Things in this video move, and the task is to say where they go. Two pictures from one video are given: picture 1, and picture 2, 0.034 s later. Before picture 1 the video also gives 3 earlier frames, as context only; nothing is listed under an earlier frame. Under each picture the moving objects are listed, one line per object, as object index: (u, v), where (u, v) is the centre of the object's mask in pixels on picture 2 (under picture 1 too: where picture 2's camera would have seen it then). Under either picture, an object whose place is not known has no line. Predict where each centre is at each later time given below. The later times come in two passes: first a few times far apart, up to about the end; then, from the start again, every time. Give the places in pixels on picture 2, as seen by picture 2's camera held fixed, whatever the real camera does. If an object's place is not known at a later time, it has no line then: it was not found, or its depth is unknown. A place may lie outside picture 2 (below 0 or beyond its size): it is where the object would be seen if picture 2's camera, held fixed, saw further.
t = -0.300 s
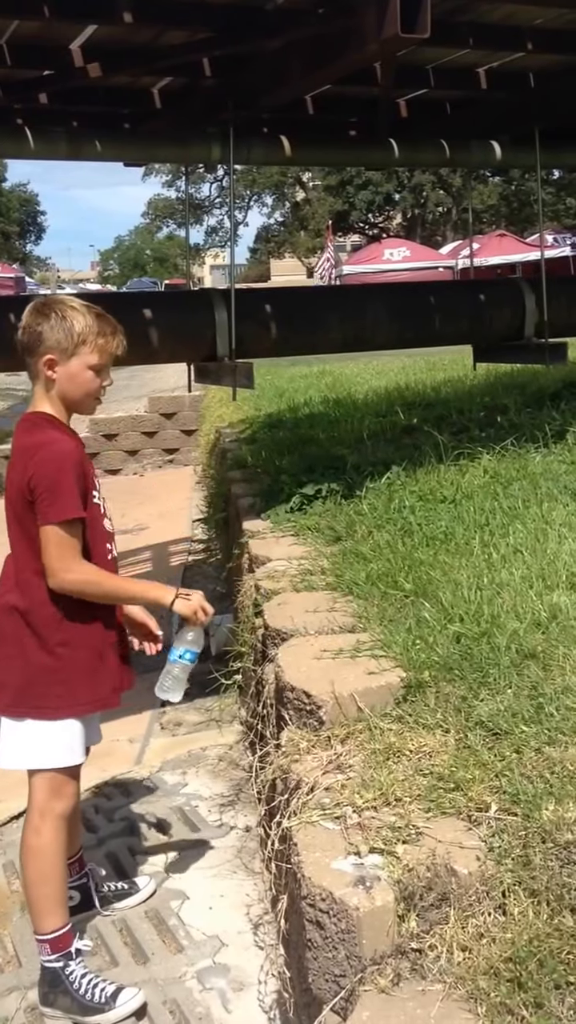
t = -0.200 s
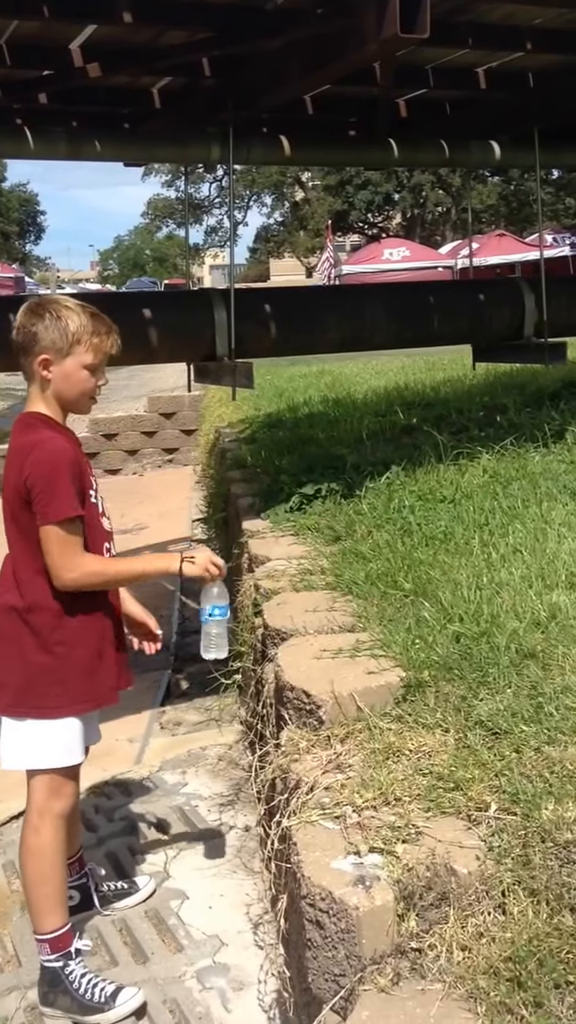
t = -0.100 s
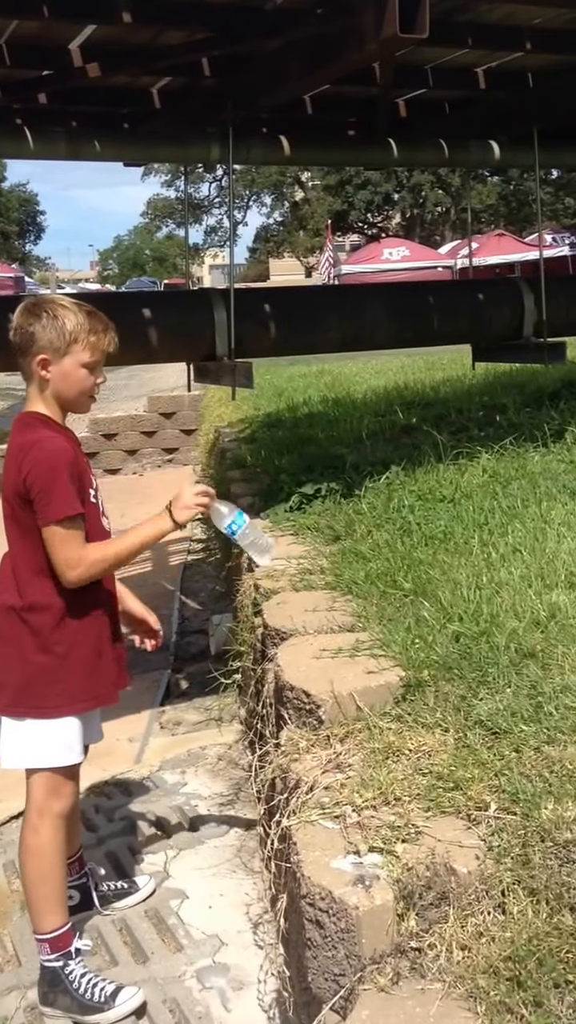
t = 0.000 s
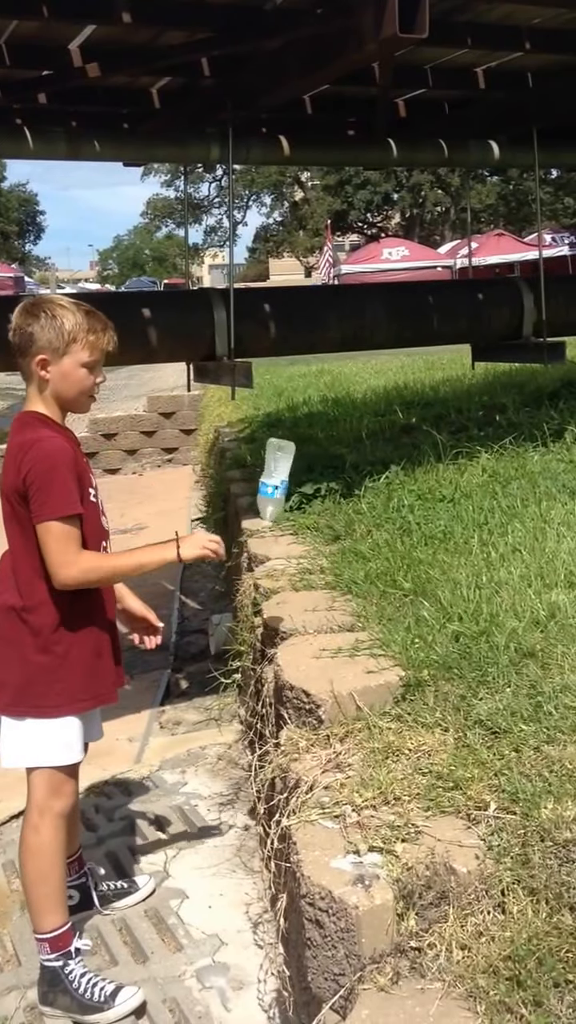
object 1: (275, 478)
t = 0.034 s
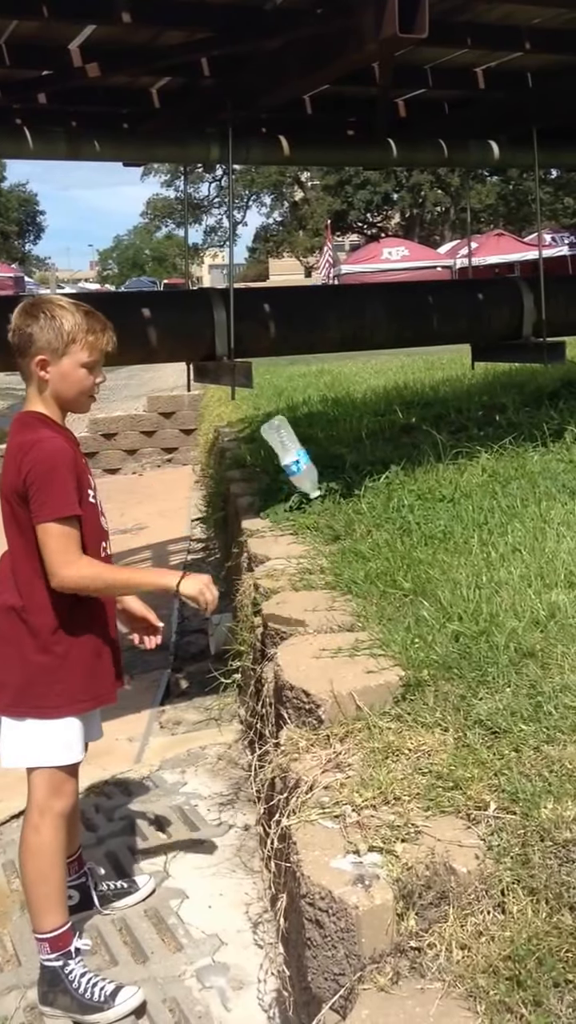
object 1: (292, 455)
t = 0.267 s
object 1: (329, 437)
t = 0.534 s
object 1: (353, 617)
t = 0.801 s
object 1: (319, 643)
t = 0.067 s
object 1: (300, 433)
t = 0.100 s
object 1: (304, 420)
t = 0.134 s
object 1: (308, 414)
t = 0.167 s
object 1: (314, 412)
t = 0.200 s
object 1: (319, 416)
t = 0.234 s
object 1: (324, 424)
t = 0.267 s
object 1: (329, 437)
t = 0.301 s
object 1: (334, 455)
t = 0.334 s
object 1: (339, 477)
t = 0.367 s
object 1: (343, 505)
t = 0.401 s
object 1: (348, 537)
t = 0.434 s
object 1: (354, 574)
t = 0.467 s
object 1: (359, 615)
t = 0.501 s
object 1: (355, 615)
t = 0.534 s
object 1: (353, 617)
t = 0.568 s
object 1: (351, 617)
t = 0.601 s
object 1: (348, 617)
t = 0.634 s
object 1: (345, 619)
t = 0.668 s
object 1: (340, 621)
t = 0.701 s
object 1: (336, 625)
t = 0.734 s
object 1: (327, 630)
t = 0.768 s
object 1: (320, 642)
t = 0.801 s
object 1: (319, 643)
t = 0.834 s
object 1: (319, 644)
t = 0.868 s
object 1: (319, 644)
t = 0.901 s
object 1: (319, 644)
